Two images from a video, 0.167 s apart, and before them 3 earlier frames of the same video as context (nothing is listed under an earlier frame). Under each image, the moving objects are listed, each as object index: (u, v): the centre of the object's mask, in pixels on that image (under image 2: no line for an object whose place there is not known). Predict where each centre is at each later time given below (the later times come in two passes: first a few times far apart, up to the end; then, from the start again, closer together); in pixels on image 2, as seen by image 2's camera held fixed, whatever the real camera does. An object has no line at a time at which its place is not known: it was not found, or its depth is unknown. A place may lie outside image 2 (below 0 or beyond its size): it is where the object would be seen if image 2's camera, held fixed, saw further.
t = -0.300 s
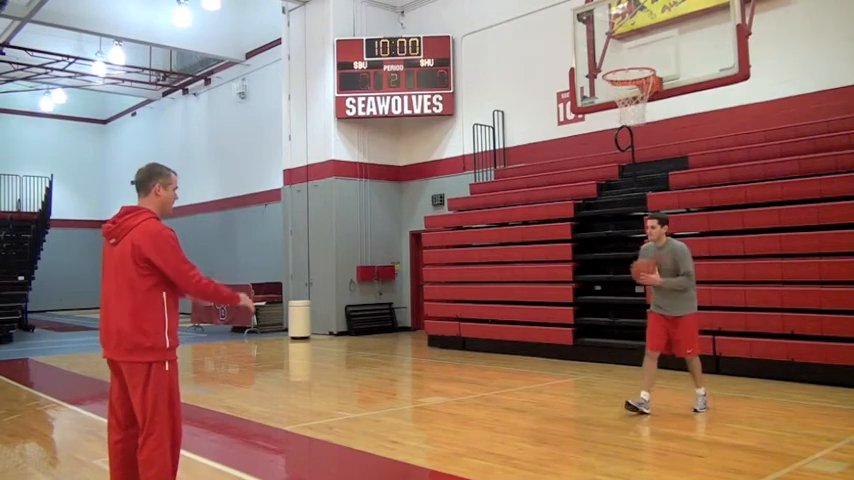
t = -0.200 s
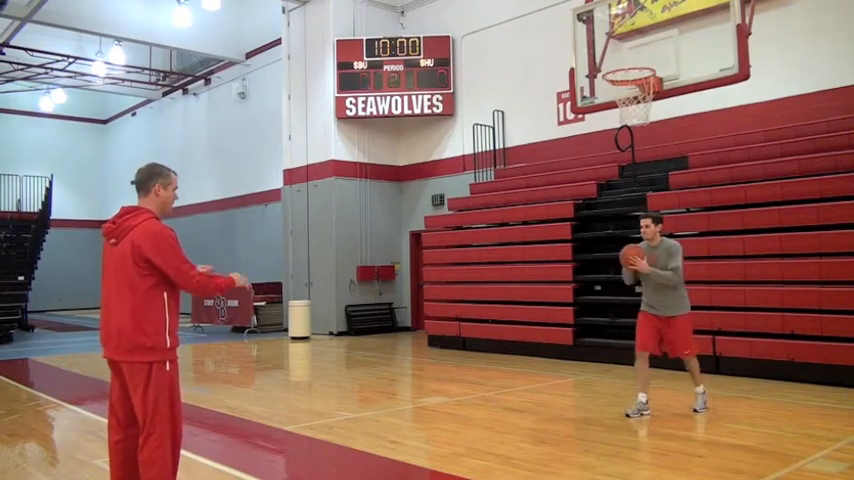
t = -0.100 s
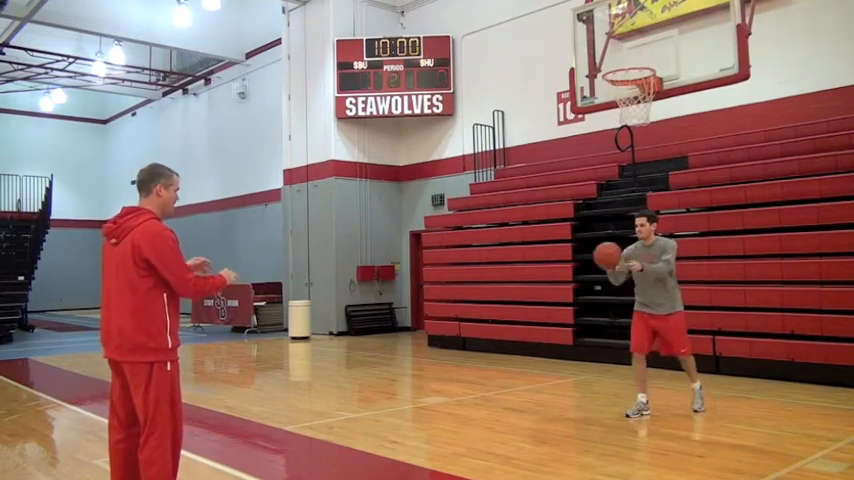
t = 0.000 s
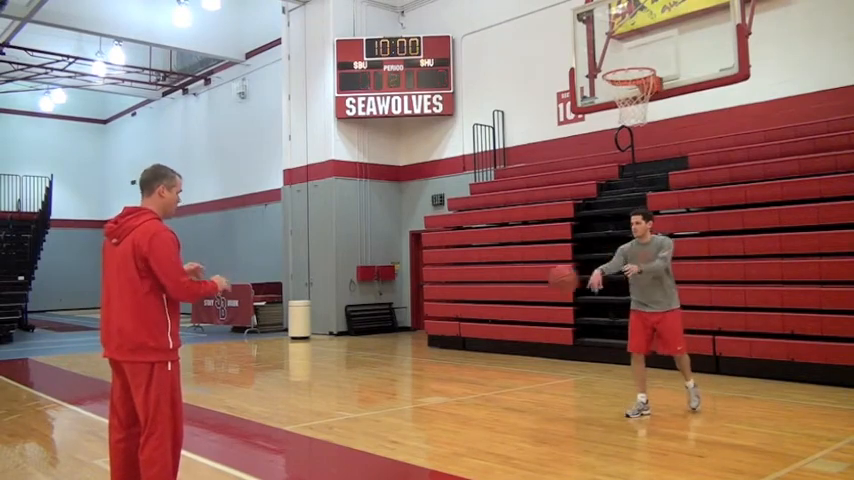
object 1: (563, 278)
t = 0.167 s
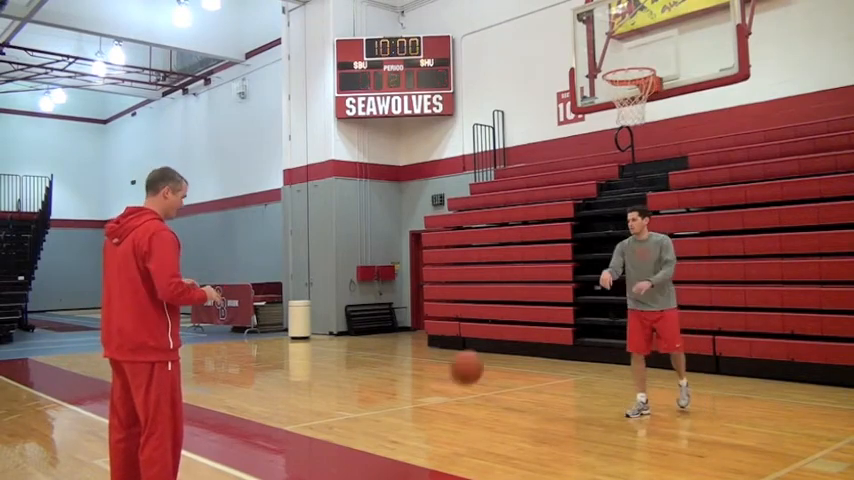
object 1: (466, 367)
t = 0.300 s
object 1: (381, 440)
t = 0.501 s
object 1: (298, 345)
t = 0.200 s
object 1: (444, 393)
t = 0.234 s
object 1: (420, 421)
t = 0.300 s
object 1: (381, 440)
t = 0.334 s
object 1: (367, 421)
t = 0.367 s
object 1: (354, 403)
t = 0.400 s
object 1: (341, 387)
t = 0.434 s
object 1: (327, 371)
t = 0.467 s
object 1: (313, 358)
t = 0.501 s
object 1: (298, 345)
